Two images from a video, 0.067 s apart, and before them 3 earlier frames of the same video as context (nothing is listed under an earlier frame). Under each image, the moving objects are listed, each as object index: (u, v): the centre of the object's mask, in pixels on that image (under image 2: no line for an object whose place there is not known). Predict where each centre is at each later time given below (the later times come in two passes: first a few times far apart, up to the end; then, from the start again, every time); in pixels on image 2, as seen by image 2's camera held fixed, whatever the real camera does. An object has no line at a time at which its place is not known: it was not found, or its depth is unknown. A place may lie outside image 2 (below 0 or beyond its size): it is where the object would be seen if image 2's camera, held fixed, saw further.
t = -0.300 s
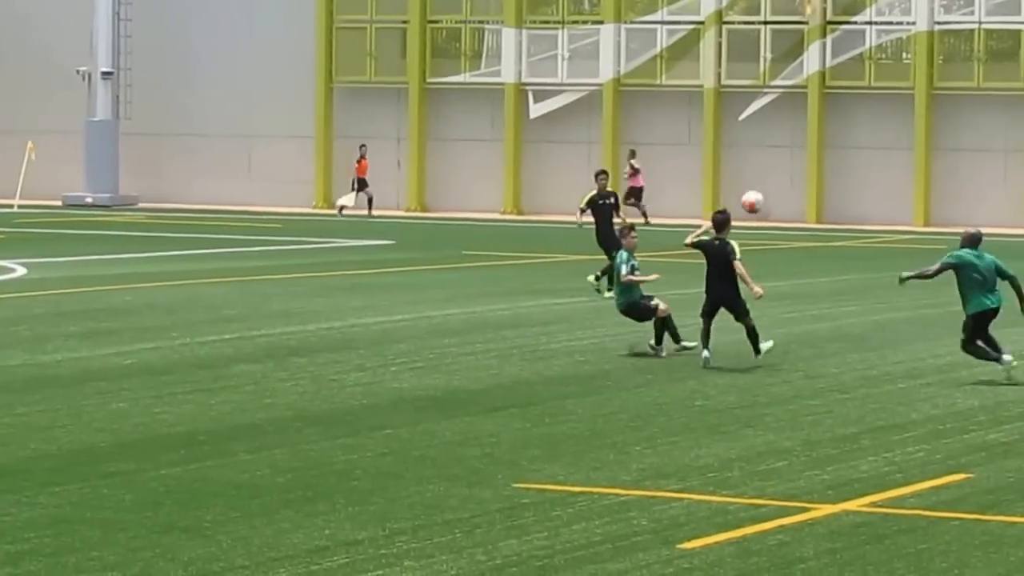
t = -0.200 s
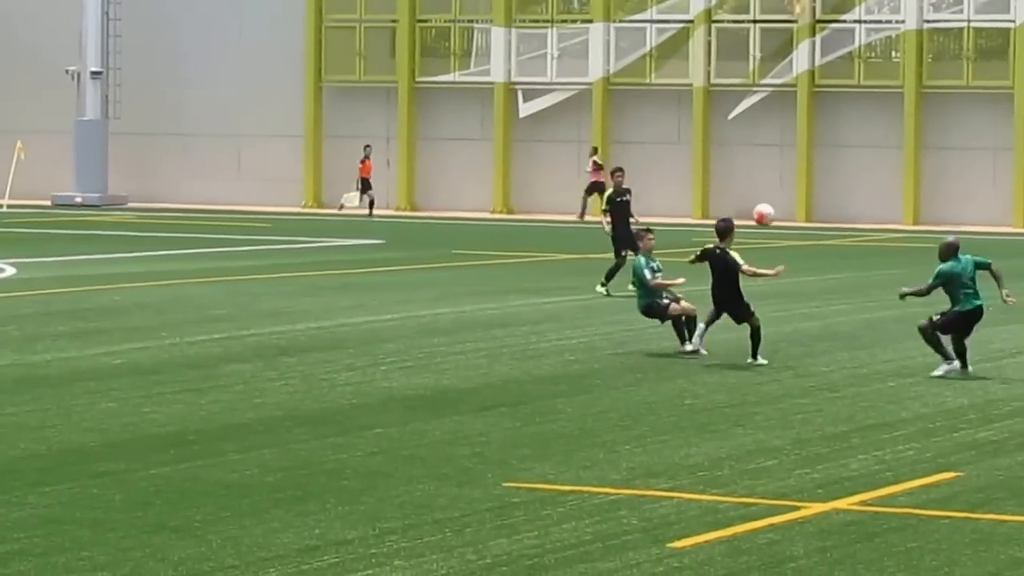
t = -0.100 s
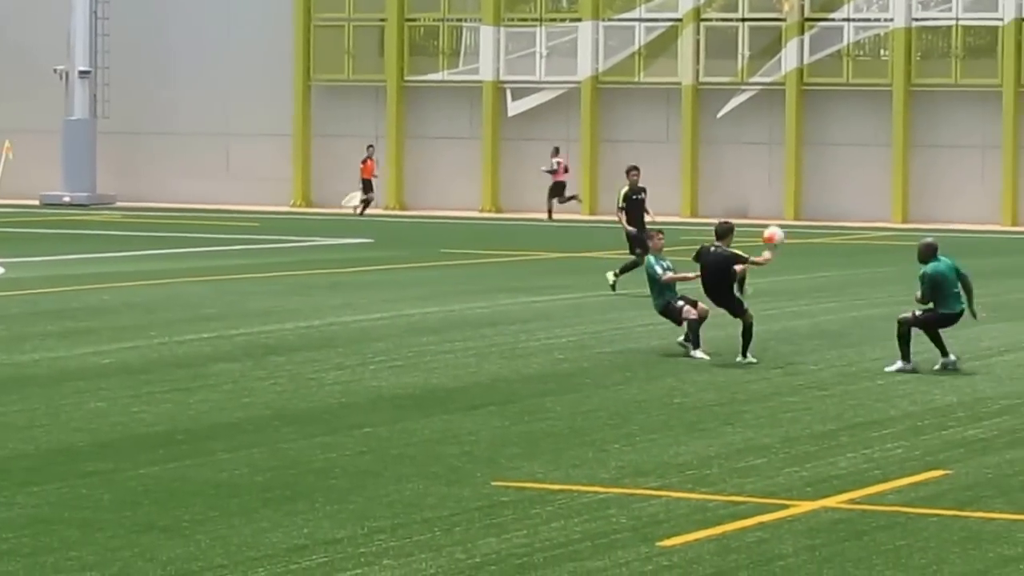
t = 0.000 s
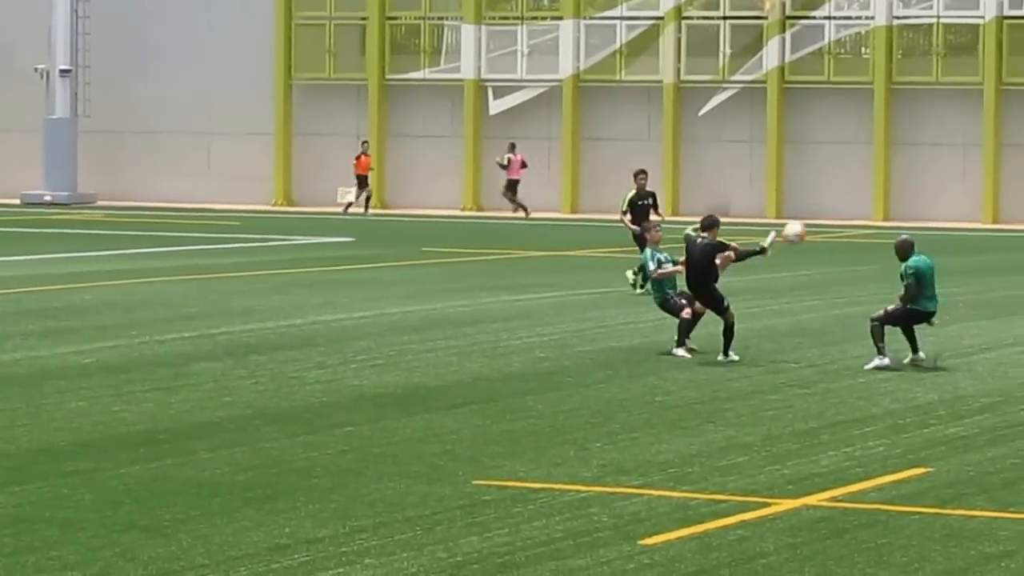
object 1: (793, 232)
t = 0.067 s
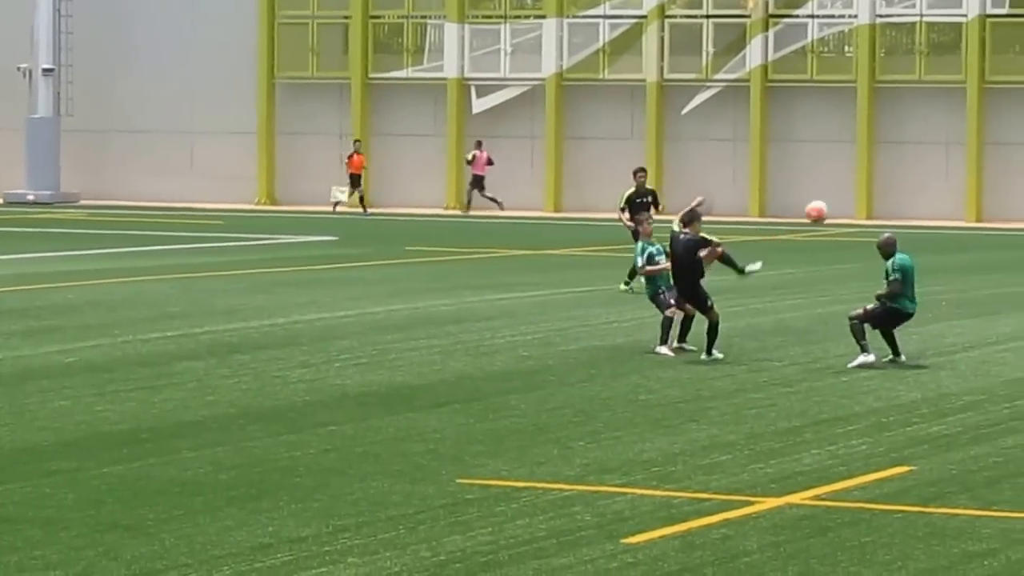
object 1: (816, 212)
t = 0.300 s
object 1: (969, 187)
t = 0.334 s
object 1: (993, 189)
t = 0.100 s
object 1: (837, 205)
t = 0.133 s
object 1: (857, 198)
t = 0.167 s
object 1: (879, 193)
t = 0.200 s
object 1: (901, 190)
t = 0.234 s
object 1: (923, 187)
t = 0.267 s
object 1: (945, 186)
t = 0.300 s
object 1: (969, 187)
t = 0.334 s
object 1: (993, 189)
